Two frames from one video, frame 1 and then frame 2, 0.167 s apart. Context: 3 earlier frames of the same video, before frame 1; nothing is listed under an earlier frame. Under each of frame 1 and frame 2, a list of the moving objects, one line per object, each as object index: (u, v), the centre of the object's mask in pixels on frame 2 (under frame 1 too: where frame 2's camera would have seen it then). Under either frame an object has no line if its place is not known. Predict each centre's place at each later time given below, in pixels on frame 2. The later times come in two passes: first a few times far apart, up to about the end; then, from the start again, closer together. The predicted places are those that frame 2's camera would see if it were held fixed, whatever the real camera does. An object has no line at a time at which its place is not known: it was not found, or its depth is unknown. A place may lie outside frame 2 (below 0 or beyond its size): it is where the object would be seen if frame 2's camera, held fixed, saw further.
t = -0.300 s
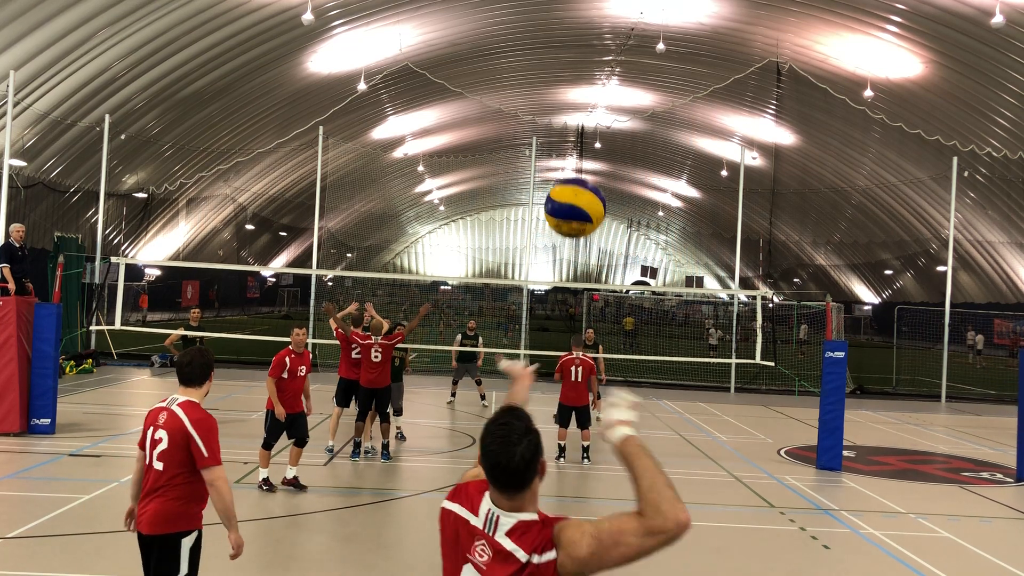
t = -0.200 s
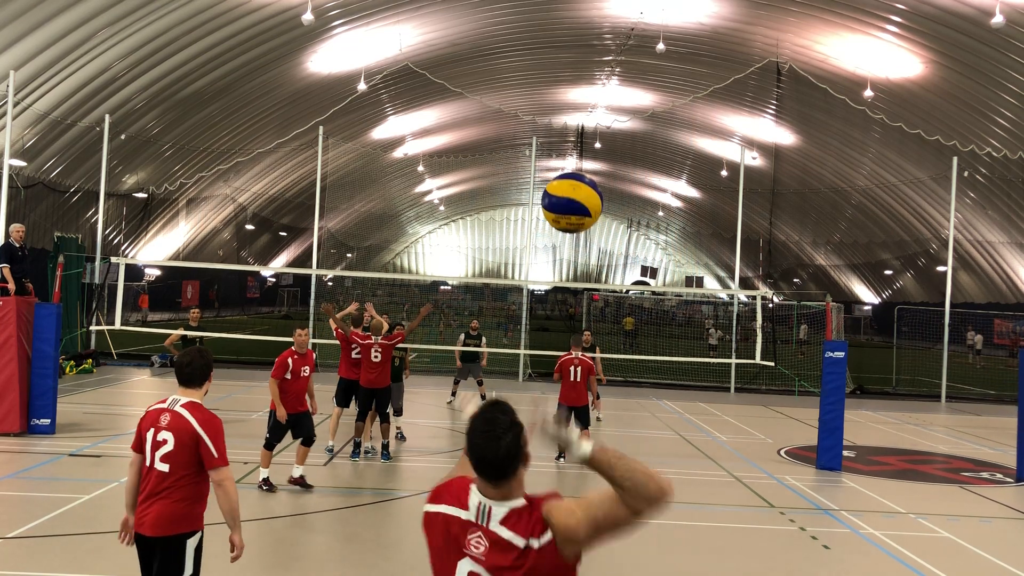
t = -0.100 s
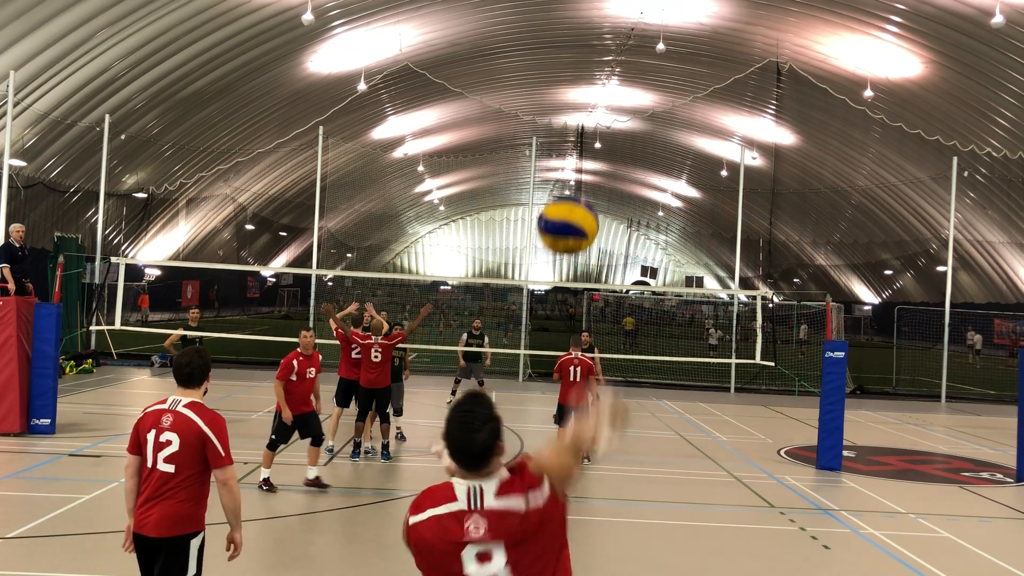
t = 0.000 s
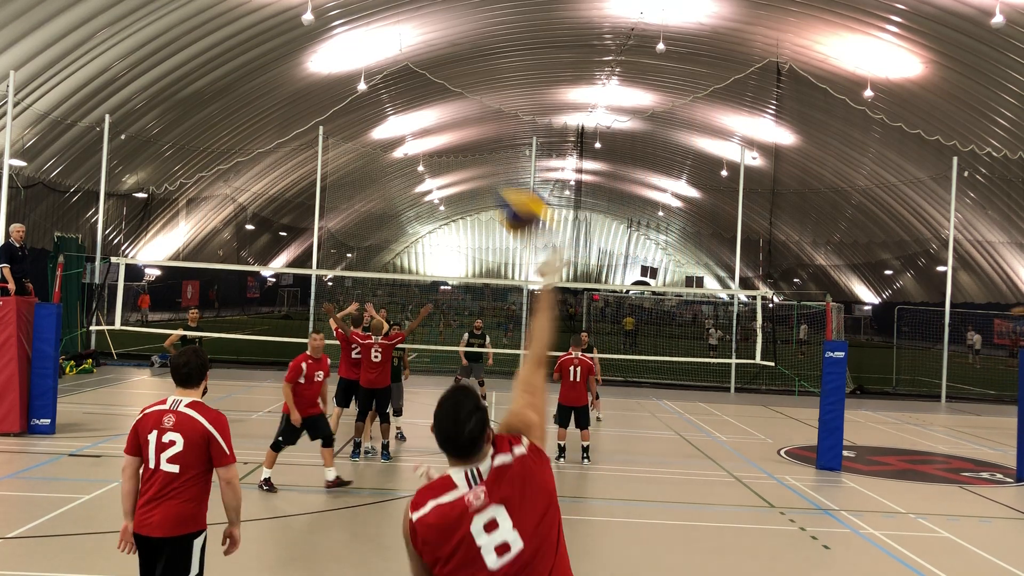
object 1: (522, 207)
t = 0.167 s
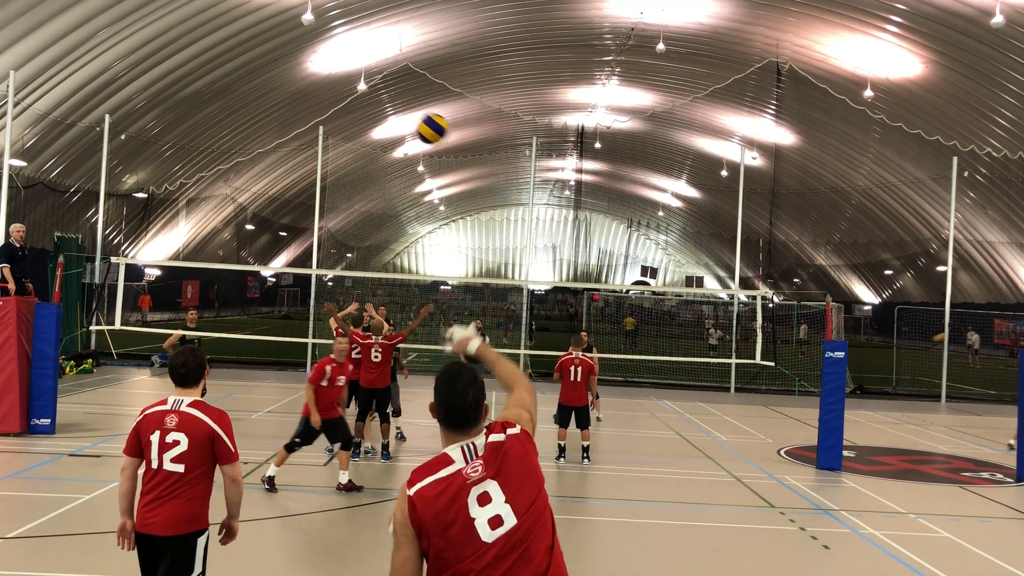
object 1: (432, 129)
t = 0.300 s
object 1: (402, 118)
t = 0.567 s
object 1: (366, 150)
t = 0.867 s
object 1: (343, 219)
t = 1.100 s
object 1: (336, 283)
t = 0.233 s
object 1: (414, 119)
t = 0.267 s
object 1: (408, 117)
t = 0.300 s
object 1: (402, 118)
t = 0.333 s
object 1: (396, 118)
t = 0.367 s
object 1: (391, 120)
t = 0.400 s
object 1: (386, 123)
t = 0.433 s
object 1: (382, 127)
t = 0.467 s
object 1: (377, 132)
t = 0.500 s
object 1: (373, 138)
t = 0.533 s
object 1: (369, 144)
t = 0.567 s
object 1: (366, 150)
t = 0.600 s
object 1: (362, 157)
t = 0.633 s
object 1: (358, 164)
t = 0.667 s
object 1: (356, 171)
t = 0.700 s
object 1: (354, 179)
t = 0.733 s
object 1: (352, 187)
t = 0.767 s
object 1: (350, 194)
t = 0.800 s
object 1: (348, 202)
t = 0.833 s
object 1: (346, 210)
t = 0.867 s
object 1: (343, 219)
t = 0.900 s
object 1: (342, 228)
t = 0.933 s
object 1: (342, 237)
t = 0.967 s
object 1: (340, 246)
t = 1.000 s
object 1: (340, 255)
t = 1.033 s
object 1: (339, 264)
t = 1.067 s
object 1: (337, 278)
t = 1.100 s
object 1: (336, 283)
